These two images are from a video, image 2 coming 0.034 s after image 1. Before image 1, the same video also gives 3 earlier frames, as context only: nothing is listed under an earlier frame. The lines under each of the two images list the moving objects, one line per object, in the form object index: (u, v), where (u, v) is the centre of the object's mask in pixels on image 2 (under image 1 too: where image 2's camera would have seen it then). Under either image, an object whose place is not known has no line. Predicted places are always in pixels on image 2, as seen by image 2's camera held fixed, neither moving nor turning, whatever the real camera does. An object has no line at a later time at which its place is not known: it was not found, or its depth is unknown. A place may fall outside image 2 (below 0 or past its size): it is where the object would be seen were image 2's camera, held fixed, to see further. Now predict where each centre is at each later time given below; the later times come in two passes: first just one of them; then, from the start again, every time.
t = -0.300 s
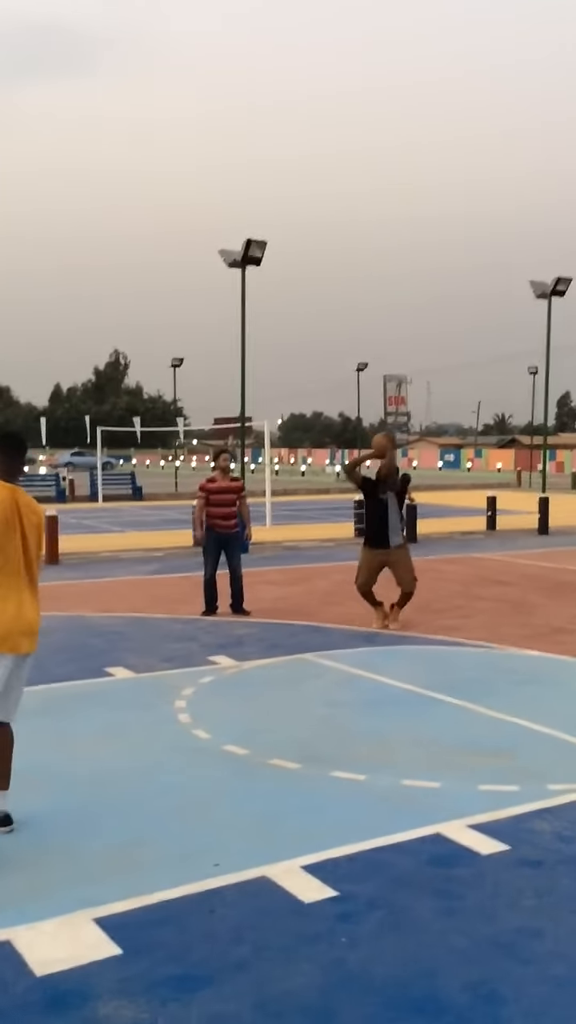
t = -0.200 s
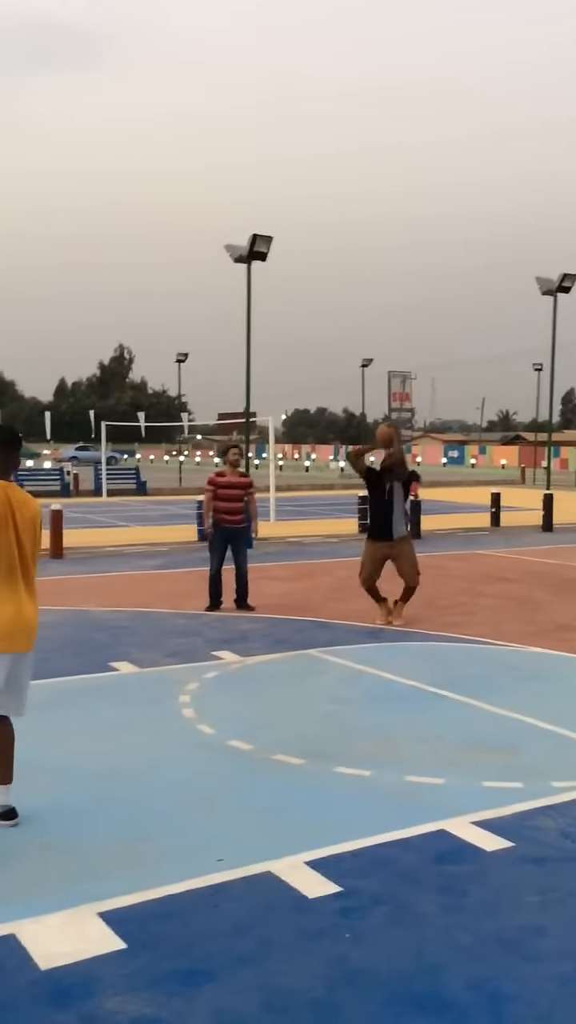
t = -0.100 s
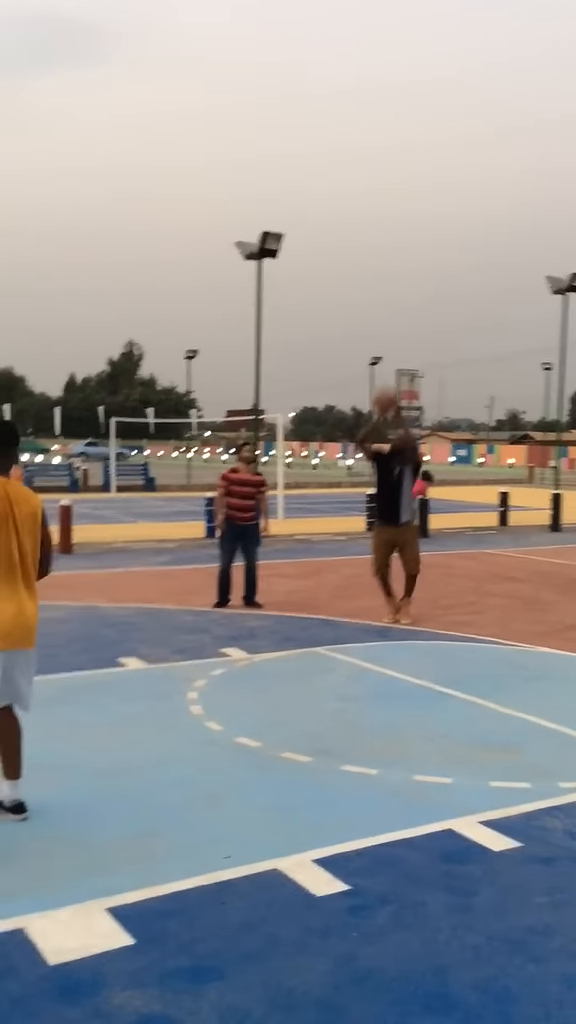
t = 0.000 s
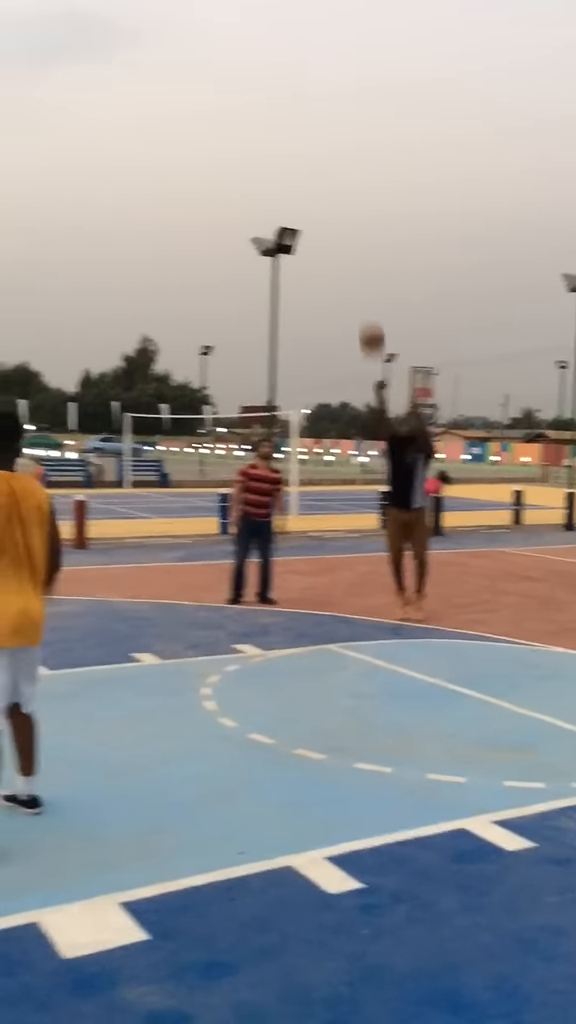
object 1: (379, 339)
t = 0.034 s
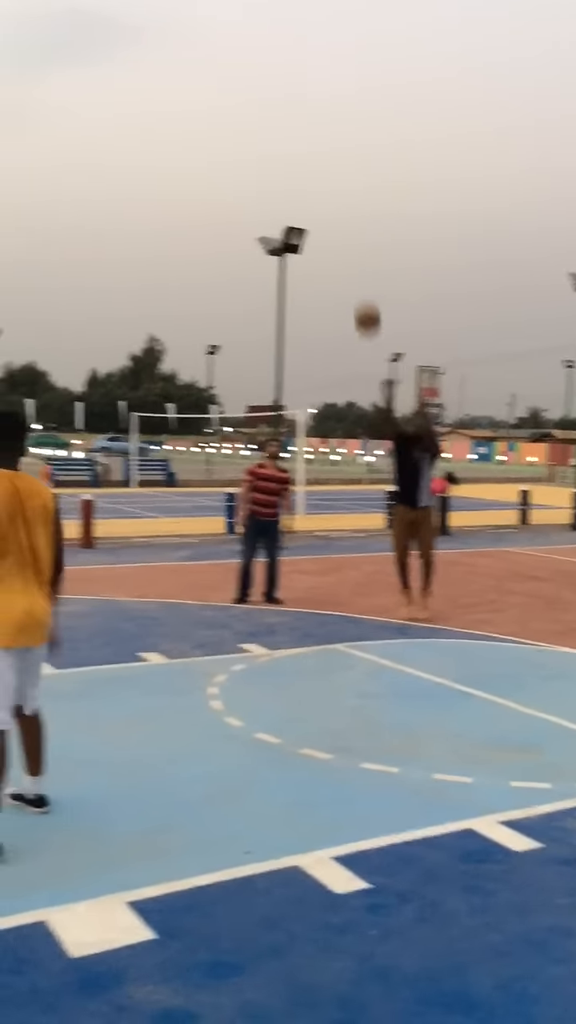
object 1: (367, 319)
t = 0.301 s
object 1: (264, 186)
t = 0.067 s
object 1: (356, 299)
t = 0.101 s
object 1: (344, 280)
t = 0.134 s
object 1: (332, 262)
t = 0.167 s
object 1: (320, 245)
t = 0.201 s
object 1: (306, 230)
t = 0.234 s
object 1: (294, 214)
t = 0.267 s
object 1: (279, 199)
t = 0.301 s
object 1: (264, 186)
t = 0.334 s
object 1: (248, 172)
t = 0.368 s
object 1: (232, 159)
